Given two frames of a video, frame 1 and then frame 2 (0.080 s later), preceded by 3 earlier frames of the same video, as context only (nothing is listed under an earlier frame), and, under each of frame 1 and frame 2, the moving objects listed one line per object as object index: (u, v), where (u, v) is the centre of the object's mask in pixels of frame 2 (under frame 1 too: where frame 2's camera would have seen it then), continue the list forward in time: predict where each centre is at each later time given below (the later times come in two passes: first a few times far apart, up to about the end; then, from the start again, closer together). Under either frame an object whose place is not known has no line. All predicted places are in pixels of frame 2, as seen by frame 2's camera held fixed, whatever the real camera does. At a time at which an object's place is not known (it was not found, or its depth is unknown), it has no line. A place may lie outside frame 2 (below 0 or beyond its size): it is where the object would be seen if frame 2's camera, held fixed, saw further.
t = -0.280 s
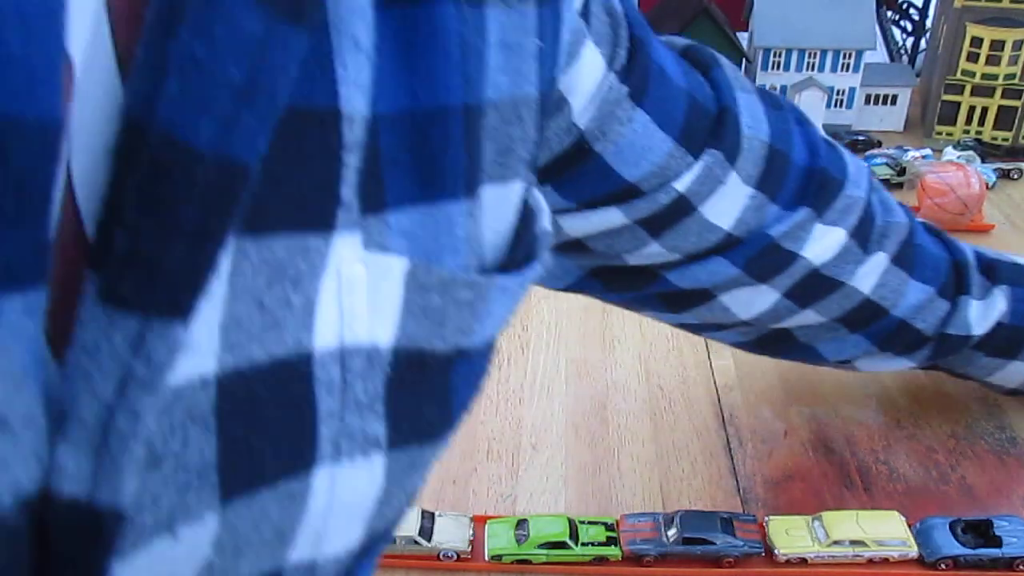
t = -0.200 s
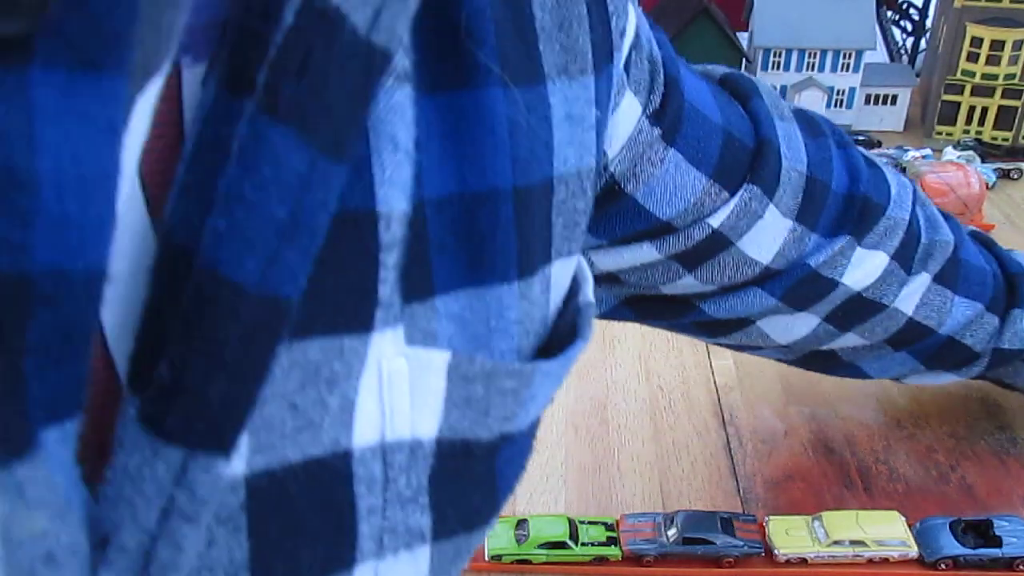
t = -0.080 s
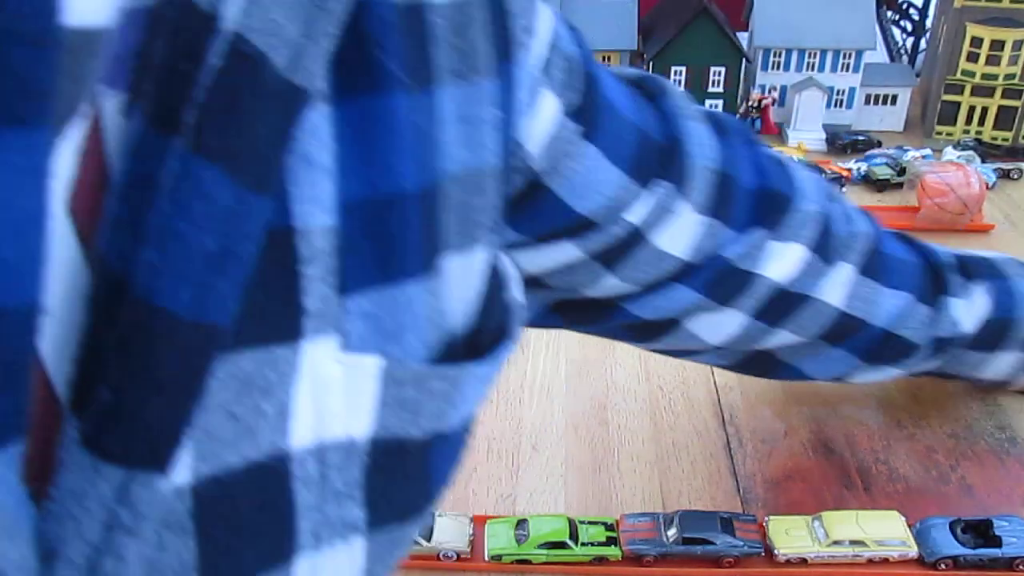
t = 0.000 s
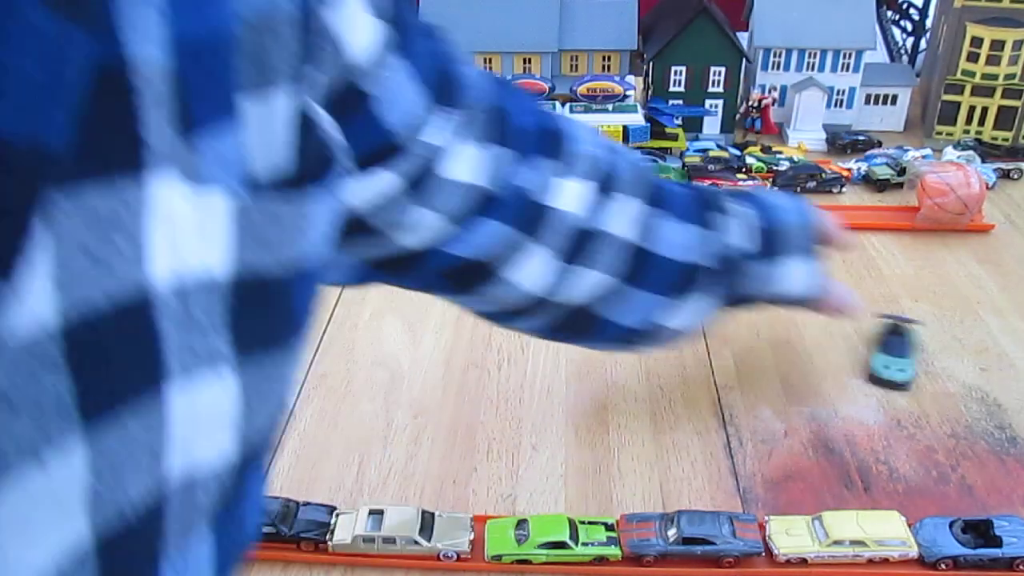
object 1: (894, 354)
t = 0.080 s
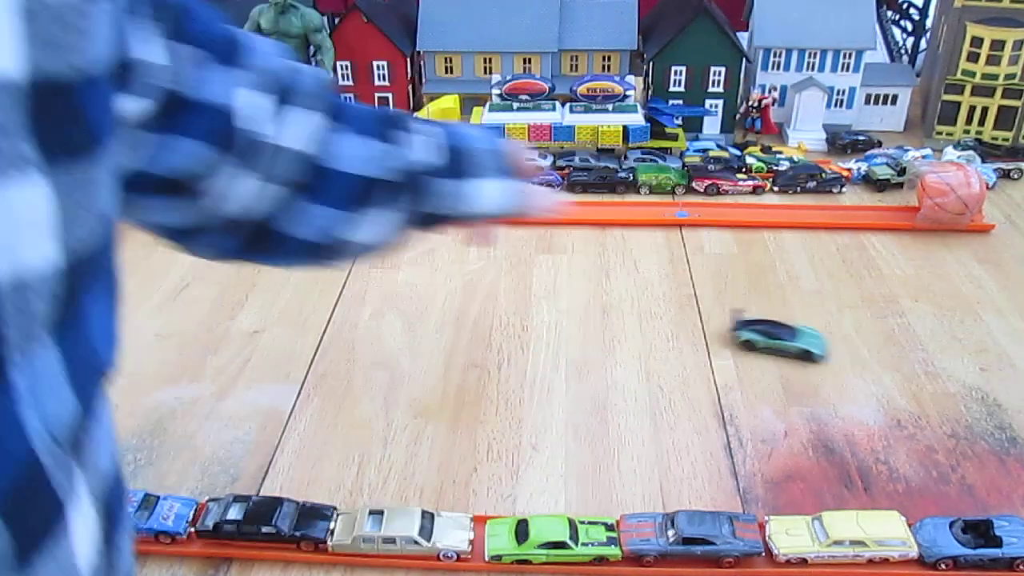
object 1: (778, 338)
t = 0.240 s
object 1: (599, 321)
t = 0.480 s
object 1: (414, 312)
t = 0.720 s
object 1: (316, 312)
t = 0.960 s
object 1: (247, 311)
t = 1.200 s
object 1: (200, 310)
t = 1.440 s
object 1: (173, 309)
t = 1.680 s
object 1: (159, 309)
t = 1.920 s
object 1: (153, 309)
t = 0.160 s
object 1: (678, 329)
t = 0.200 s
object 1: (637, 325)
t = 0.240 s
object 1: (599, 321)
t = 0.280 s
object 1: (562, 316)
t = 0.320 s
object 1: (525, 312)
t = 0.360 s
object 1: (492, 311)
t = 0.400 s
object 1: (462, 312)
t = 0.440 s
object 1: (436, 312)
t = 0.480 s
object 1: (414, 312)
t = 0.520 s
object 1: (395, 312)
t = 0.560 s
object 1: (377, 312)
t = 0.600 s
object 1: (360, 312)
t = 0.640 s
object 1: (345, 312)
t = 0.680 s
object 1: (330, 312)
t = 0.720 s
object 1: (316, 312)
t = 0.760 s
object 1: (302, 312)
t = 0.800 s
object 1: (290, 312)
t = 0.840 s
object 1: (278, 312)
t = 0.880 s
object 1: (267, 312)
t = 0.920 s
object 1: (257, 311)
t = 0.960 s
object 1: (247, 311)
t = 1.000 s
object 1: (238, 311)
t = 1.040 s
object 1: (229, 311)
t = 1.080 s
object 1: (221, 311)
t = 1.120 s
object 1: (214, 310)
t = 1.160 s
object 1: (206, 310)
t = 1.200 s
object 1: (200, 310)
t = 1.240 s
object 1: (194, 310)
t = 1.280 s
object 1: (188, 310)
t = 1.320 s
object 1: (184, 310)
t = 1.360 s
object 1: (180, 310)
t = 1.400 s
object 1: (176, 310)
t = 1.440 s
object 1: (173, 309)
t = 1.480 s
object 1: (170, 309)
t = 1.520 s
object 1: (167, 310)
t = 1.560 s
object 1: (164, 309)
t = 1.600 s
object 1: (162, 309)
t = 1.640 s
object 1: (160, 309)
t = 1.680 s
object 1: (159, 309)
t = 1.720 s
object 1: (157, 309)
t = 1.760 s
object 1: (156, 309)
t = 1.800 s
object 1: (155, 309)
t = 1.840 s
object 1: (154, 309)
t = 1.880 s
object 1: (154, 309)
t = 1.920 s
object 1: (153, 309)
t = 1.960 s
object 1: (153, 309)
